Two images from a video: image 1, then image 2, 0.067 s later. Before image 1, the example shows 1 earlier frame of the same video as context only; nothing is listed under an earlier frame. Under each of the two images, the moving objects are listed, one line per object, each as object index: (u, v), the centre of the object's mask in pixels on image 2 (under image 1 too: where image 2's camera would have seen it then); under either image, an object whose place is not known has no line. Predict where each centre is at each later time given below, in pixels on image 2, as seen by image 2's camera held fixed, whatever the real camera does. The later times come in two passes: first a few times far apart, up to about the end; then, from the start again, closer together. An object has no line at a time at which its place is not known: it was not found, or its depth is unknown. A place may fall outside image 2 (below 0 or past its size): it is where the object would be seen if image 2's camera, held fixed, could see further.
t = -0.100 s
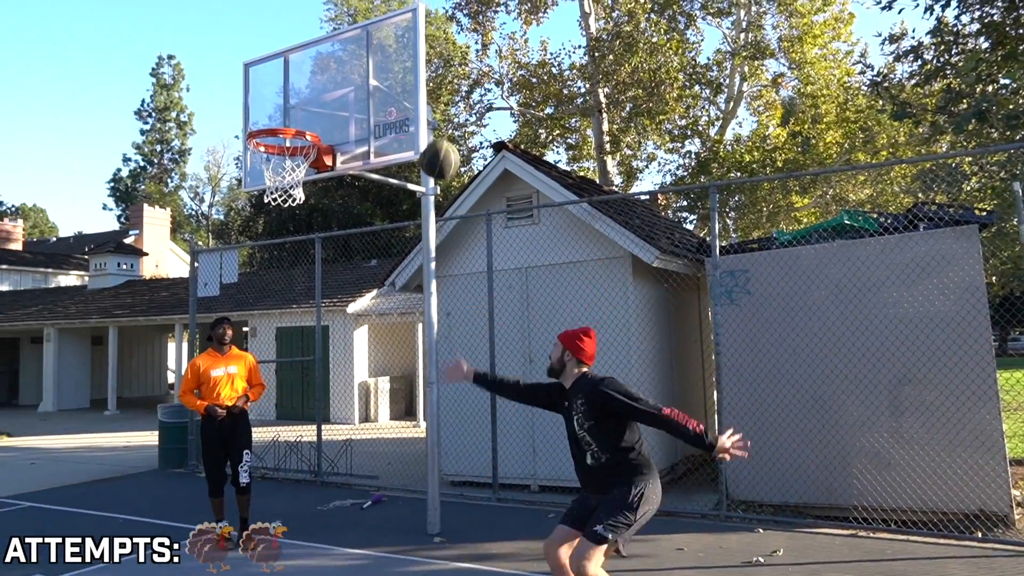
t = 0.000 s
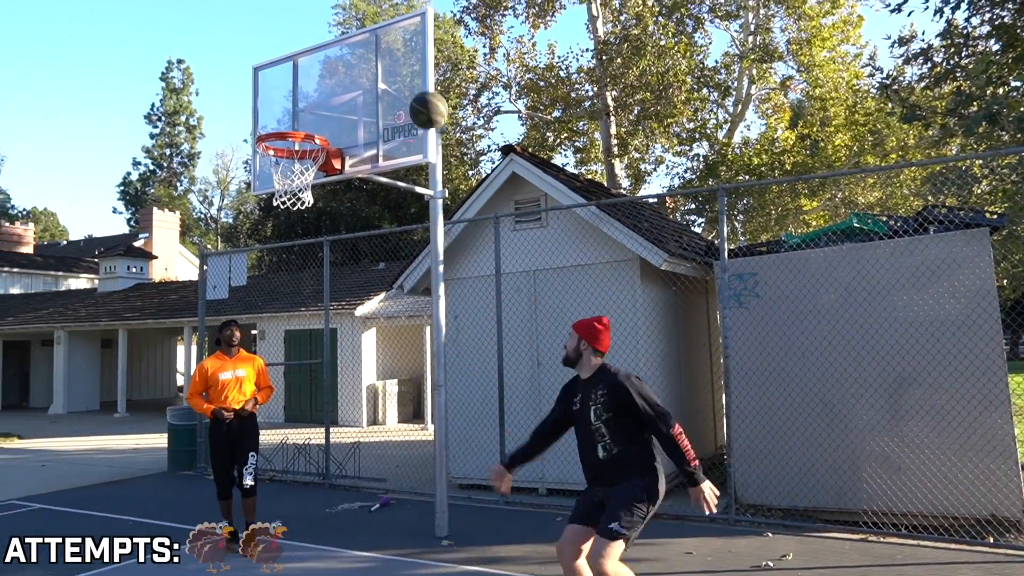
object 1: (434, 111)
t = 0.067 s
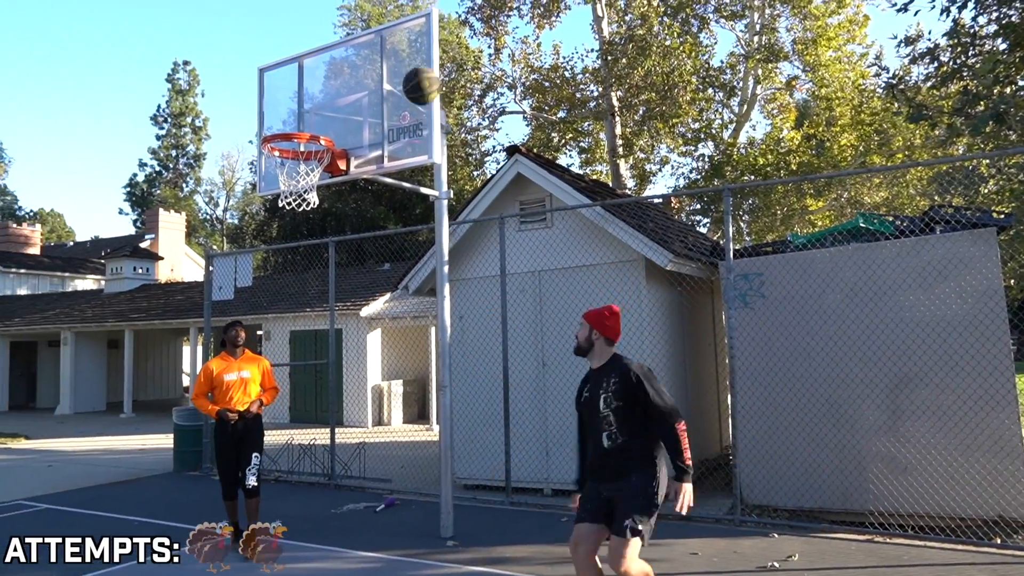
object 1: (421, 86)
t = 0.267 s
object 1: (387, 53)
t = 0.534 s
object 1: (346, 98)
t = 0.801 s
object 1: (359, 87)
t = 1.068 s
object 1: (390, 110)
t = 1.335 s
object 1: (403, 219)
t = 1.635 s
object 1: (418, 485)
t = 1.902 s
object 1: (422, 469)
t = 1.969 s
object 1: (420, 432)
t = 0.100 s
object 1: (416, 76)
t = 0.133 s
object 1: (410, 68)
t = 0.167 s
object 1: (405, 61)
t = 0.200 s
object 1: (399, 57)
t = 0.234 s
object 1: (393, 54)
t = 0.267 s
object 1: (387, 53)
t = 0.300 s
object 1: (382, 53)
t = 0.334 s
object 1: (376, 54)
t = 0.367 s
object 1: (371, 58)
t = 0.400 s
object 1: (366, 63)
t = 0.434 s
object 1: (361, 69)
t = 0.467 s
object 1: (356, 78)
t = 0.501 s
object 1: (351, 87)
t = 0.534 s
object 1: (346, 98)
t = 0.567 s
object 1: (341, 110)
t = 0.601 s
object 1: (337, 124)
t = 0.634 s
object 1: (338, 120)
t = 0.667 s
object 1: (342, 110)
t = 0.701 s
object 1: (346, 102)
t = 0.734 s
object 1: (350, 95)
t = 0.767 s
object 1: (355, 90)
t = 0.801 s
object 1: (359, 87)
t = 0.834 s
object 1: (363, 85)
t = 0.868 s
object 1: (367, 84)
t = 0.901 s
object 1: (371, 85)
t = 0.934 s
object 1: (376, 88)
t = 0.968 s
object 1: (380, 92)
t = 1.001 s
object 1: (384, 97)
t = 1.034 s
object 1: (388, 104)
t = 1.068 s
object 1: (390, 110)
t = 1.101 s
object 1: (391, 117)
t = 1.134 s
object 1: (393, 127)
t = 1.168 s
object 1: (395, 138)
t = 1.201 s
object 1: (397, 152)
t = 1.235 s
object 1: (399, 166)
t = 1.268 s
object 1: (400, 182)
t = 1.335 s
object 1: (403, 219)
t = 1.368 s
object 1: (404, 241)
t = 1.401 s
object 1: (405, 263)
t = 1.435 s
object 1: (407, 288)
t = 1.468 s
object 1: (407, 315)
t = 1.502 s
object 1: (408, 344)
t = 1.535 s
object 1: (410, 376)
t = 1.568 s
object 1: (411, 410)
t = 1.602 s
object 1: (416, 447)
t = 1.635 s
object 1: (418, 485)
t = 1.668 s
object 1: (421, 525)
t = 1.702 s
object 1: (426, 569)
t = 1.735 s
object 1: (429, 592)
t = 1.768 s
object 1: (427, 567)
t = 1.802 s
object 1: (424, 542)
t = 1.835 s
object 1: (424, 516)
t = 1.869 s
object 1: (423, 490)
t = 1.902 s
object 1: (422, 469)
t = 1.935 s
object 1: (422, 450)
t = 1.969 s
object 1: (420, 432)
